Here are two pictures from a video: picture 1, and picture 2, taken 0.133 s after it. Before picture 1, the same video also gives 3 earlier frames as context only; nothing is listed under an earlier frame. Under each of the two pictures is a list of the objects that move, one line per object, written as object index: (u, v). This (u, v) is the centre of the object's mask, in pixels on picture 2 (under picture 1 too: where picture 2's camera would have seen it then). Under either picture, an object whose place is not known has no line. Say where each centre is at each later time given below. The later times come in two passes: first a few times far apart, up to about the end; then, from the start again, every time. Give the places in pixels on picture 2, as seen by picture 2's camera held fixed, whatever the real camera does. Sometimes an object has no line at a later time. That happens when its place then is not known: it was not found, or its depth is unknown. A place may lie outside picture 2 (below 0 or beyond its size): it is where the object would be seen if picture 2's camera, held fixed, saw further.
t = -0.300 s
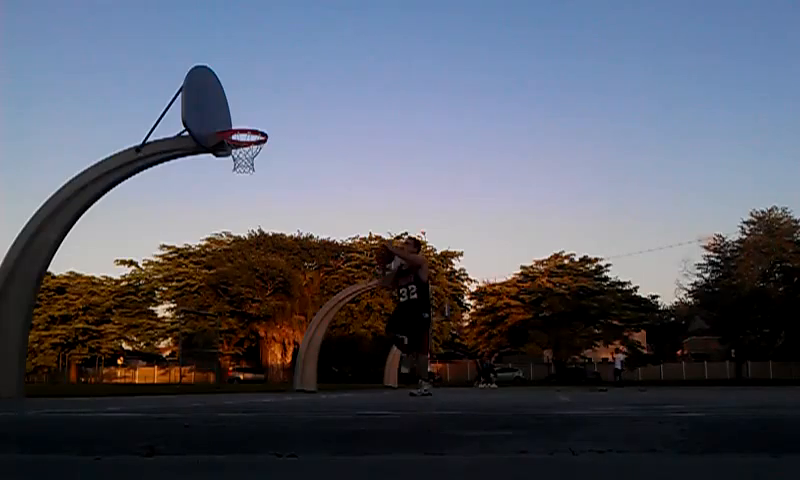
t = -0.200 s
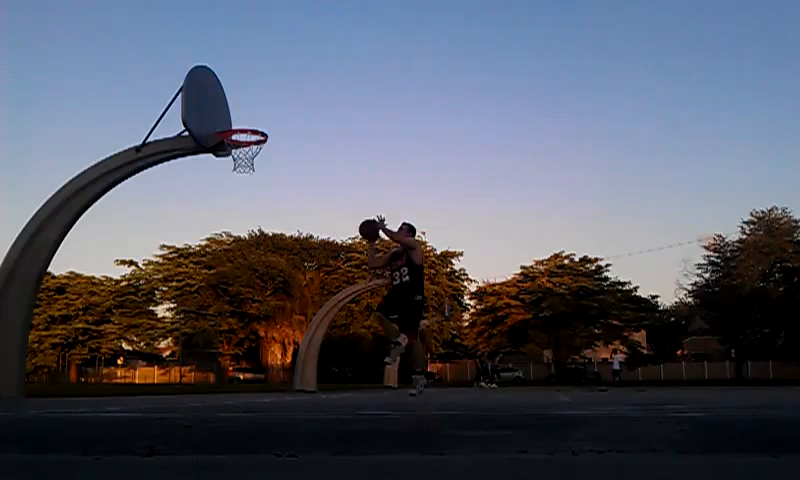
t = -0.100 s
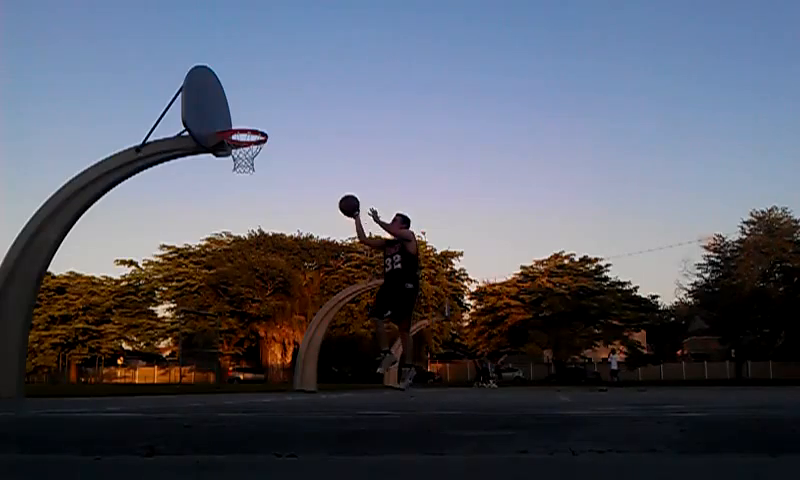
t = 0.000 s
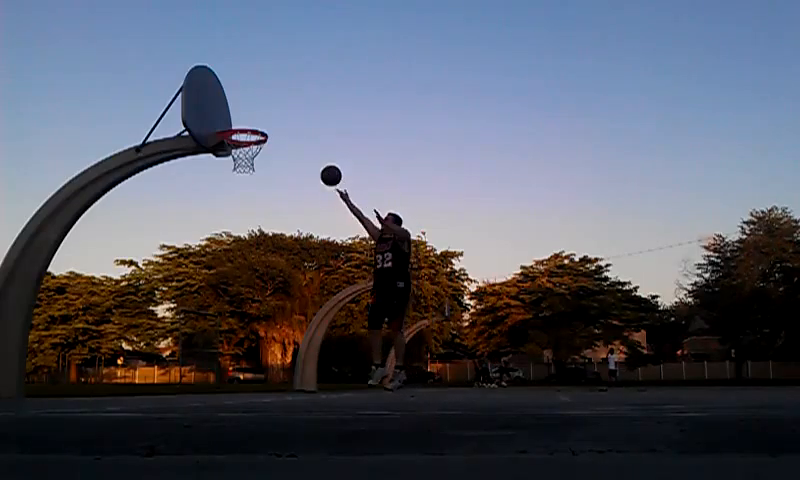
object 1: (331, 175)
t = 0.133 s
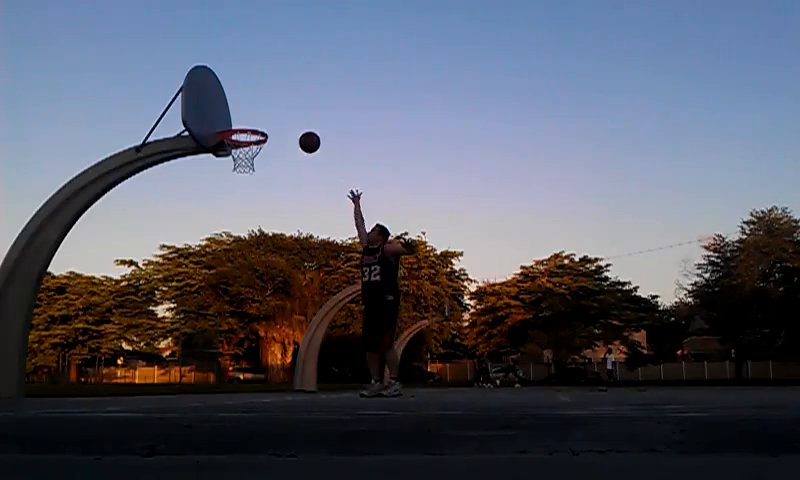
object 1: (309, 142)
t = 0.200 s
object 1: (298, 130)
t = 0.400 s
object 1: (264, 117)
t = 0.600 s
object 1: (228, 118)
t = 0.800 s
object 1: (231, 116)
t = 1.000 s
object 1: (249, 129)
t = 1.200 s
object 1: (242, 157)
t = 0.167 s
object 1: (304, 136)
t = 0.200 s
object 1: (298, 130)
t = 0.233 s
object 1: (293, 126)
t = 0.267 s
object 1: (287, 122)
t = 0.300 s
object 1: (282, 119)
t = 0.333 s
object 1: (276, 117)
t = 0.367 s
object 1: (270, 116)
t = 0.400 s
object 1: (264, 117)
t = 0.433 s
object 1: (258, 118)
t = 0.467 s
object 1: (252, 119)
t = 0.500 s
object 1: (246, 118)
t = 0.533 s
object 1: (240, 117)
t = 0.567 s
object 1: (234, 117)
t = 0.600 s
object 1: (228, 118)
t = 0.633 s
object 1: (222, 120)
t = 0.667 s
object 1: (217, 120)
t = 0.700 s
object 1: (216, 118)
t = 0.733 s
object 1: (221, 116)
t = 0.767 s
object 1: (226, 116)
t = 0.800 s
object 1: (231, 116)
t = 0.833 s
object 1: (235, 117)
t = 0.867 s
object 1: (240, 118)
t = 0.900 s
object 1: (244, 120)
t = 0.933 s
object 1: (249, 125)
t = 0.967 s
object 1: (249, 127)
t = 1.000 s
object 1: (249, 129)
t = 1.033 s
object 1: (250, 136)
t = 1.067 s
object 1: (250, 142)
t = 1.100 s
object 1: (250, 145)
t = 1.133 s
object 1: (247, 148)
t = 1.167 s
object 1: (244, 153)
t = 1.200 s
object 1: (242, 157)
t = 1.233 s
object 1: (239, 162)
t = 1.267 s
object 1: (237, 167)
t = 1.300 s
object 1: (234, 173)
